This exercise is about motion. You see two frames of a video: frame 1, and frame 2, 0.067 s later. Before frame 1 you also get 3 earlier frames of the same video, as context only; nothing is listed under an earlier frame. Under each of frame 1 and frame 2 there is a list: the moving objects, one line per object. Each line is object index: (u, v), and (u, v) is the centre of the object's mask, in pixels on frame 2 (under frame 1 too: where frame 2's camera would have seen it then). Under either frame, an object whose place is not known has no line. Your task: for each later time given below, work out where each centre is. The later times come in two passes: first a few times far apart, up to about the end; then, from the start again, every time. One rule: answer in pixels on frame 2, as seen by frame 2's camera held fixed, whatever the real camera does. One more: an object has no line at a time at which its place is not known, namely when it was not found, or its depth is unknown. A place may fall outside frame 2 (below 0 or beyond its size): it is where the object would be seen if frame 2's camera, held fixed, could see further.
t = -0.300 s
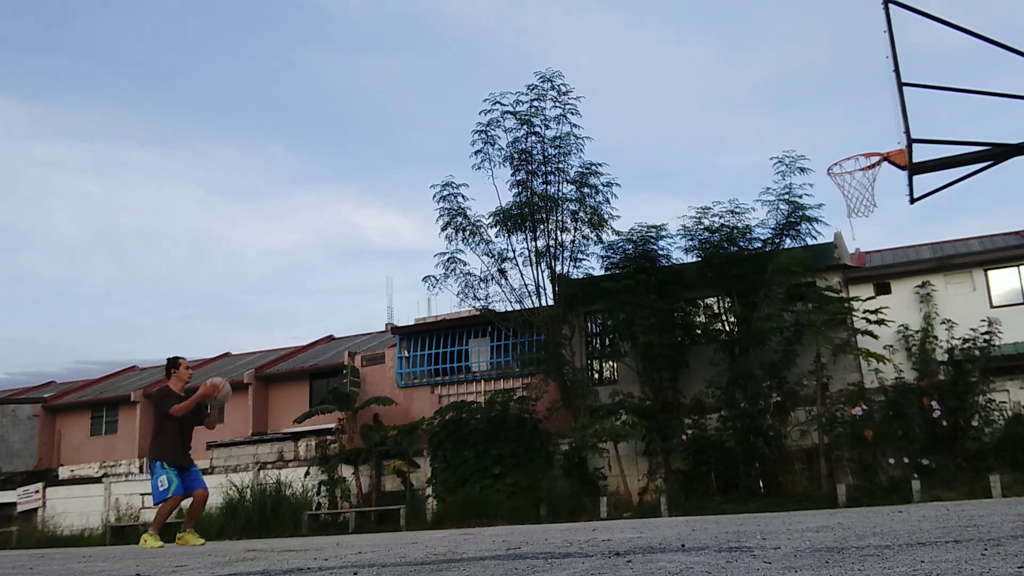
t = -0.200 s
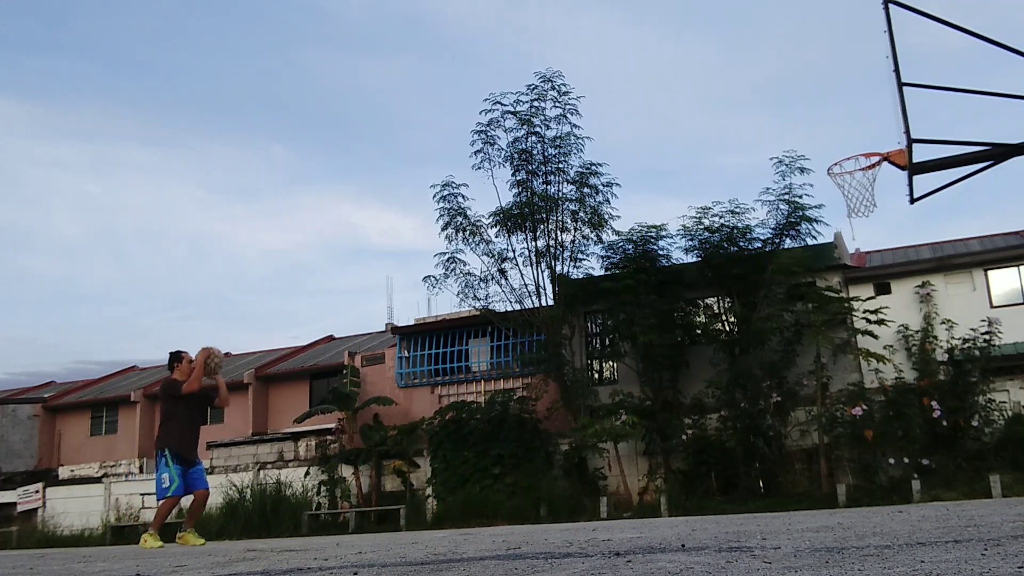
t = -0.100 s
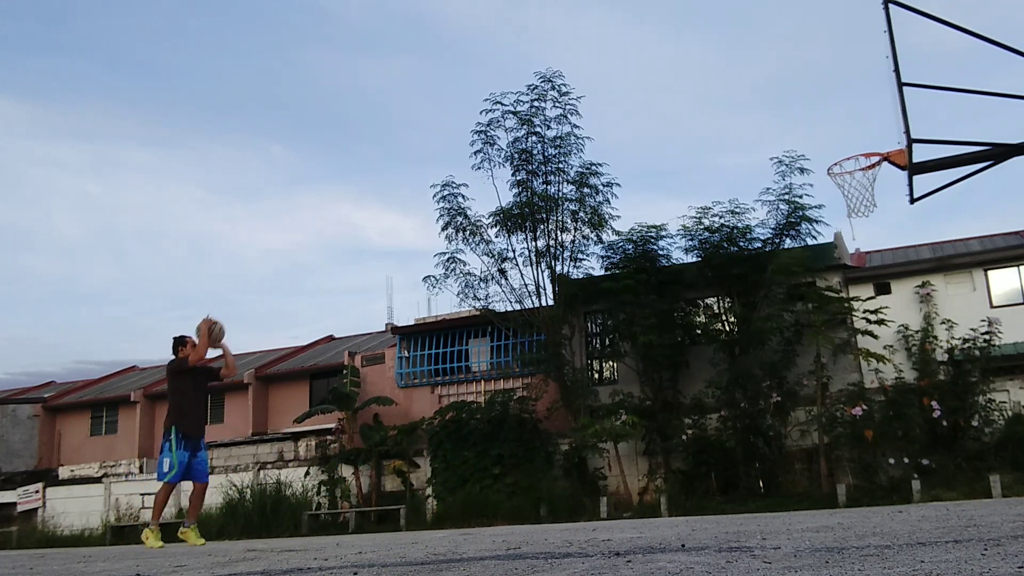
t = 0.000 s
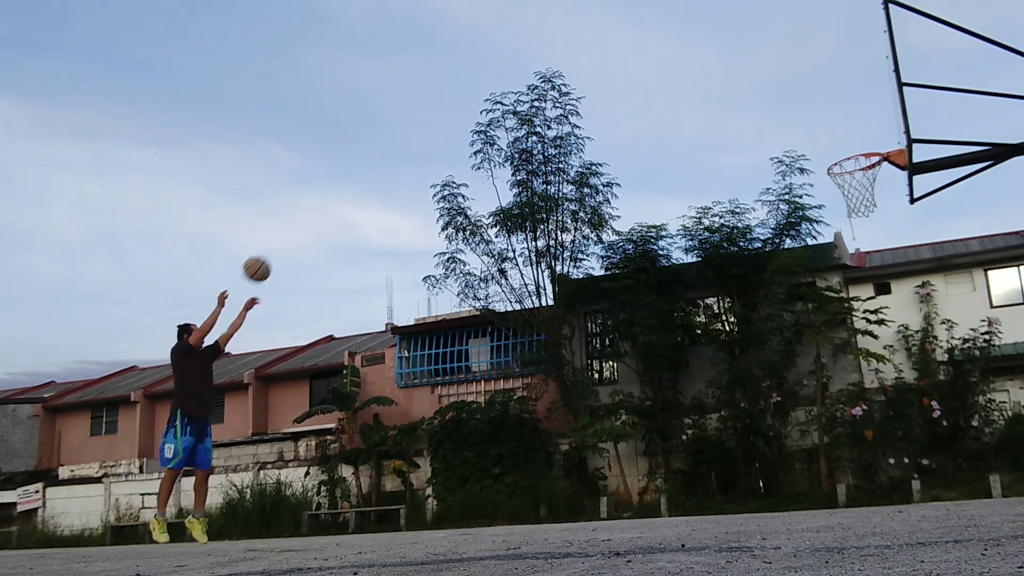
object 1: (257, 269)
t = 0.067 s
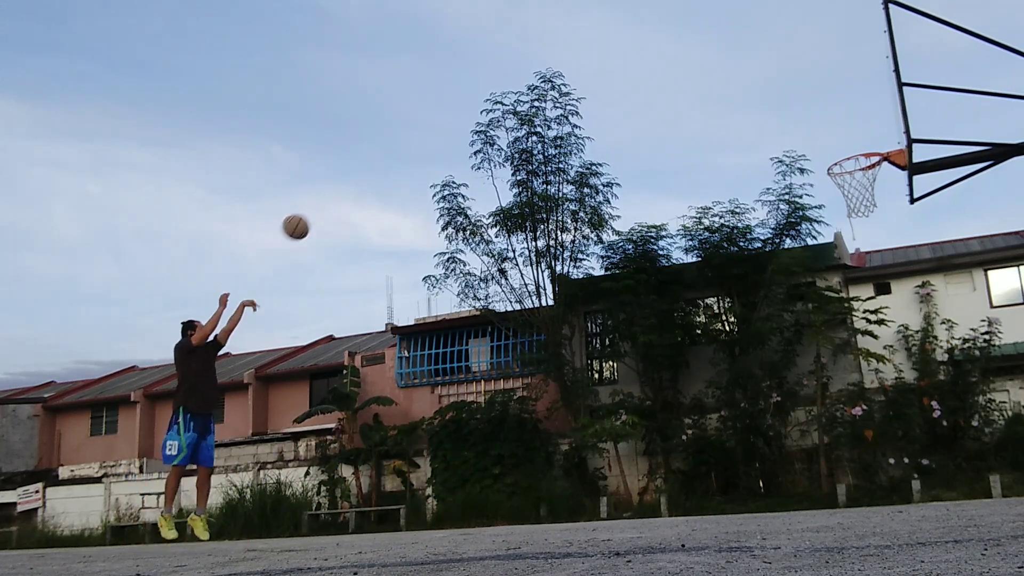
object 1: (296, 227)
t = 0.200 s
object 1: (371, 158)
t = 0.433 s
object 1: (498, 85)
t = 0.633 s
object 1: (607, 66)
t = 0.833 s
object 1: (720, 86)
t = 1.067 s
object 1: (862, 166)
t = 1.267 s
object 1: (883, 185)
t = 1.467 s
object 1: (872, 226)
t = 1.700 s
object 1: (867, 327)
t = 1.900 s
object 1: (873, 464)
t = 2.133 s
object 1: (847, 405)
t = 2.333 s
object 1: (825, 358)
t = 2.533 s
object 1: (812, 354)
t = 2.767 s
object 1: (801, 402)
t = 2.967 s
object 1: (799, 492)
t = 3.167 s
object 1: (779, 446)
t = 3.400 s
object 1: (762, 428)
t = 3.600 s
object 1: (754, 459)
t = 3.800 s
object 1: (746, 485)
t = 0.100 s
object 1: (315, 208)
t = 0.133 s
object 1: (334, 190)
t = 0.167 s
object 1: (353, 174)
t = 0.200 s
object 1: (371, 158)
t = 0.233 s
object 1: (389, 145)
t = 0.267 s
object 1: (408, 132)
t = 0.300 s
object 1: (426, 121)
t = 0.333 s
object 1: (444, 110)
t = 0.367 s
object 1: (462, 101)
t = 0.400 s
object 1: (480, 93)
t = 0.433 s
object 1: (498, 85)
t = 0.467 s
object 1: (516, 80)
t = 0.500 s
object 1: (534, 75)
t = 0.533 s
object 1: (552, 71)
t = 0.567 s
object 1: (571, 68)
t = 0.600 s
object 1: (589, 66)
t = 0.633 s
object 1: (607, 66)
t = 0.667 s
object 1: (626, 66)
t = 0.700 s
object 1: (644, 68)
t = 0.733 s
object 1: (663, 71)
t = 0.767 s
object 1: (681, 74)
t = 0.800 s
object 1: (701, 79)
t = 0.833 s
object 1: (720, 86)
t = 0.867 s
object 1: (739, 93)
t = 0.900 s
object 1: (759, 102)
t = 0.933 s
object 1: (779, 111)
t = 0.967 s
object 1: (799, 122)
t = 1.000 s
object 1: (820, 135)
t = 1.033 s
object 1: (841, 148)
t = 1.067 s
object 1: (862, 166)
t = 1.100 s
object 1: (878, 173)
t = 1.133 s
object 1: (883, 176)
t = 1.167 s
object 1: (887, 178)
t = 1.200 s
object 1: (886, 179)
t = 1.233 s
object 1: (884, 182)
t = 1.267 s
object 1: (883, 185)
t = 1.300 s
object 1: (881, 189)
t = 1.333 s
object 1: (878, 194)
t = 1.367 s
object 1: (876, 200)
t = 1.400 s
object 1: (875, 208)
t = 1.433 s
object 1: (873, 216)
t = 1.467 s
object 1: (872, 226)
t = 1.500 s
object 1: (870, 236)
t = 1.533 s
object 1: (870, 248)
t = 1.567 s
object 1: (869, 261)
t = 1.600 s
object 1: (868, 276)
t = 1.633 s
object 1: (868, 291)
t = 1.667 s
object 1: (867, 309)
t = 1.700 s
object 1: (867, 327)
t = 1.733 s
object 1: (867, 346)
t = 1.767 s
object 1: (868, 366)
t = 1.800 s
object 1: (869, 389)
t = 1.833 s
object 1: (870, 412)
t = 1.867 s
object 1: (871, 437)
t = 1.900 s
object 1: (873, 464)
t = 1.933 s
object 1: (875, 491)
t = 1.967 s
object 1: (871, 481)
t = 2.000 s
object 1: (865, 463)
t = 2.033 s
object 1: (860, 447)
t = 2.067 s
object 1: (856, 432)
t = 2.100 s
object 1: (851, 418)
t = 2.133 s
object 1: (847, 405)
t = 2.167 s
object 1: (844, 395)
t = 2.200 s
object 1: (839, 385)
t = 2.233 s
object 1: (836, 377)
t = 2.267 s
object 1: (832, 369)
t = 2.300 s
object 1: (829, 363)
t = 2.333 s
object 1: (825, 358)
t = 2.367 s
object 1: (822, 354)
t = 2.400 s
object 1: (820, 352)
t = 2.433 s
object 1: (818, 350)
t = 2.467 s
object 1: (816, 350)
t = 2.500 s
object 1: (814, 351)
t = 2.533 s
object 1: (812, 354)
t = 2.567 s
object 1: (809, 356)
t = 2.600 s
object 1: (807, 361)
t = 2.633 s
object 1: (805, 367)
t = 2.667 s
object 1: (804, 373)
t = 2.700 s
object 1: (803, 382)
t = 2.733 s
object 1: (802, 391)
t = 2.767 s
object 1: (801, 402)
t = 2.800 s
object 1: (800, 413)
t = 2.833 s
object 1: (799, 426)
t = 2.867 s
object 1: (799, 441)
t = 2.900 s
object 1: (799, 457)
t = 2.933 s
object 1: (799, 474)
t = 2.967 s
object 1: (799, 492)
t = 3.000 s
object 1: (797, 494)
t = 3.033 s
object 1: (793, 482)
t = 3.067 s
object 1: (789, 471)
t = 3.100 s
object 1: (786, 461)
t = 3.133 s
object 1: (782, 453)
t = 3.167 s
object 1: (779, 446)
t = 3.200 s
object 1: (777, 439)
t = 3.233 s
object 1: (774, 435)
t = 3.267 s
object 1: (772, 431)
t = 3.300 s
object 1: (769, 428)
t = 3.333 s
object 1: (766, 427)
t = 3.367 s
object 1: (764, 427)
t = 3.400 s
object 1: (762, 428)
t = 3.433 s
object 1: (761, 430)
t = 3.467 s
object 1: (759, 433)
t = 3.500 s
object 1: (758, 438)
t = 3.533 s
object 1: (756, 444)
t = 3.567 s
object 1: (755, 451)
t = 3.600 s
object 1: (754, 459)
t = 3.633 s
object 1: (753, 468)
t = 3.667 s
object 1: (752, 478)
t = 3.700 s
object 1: (751, 490)
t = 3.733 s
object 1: (751, 501)
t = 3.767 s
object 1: (749, 493)
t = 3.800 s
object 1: (746, 485)
